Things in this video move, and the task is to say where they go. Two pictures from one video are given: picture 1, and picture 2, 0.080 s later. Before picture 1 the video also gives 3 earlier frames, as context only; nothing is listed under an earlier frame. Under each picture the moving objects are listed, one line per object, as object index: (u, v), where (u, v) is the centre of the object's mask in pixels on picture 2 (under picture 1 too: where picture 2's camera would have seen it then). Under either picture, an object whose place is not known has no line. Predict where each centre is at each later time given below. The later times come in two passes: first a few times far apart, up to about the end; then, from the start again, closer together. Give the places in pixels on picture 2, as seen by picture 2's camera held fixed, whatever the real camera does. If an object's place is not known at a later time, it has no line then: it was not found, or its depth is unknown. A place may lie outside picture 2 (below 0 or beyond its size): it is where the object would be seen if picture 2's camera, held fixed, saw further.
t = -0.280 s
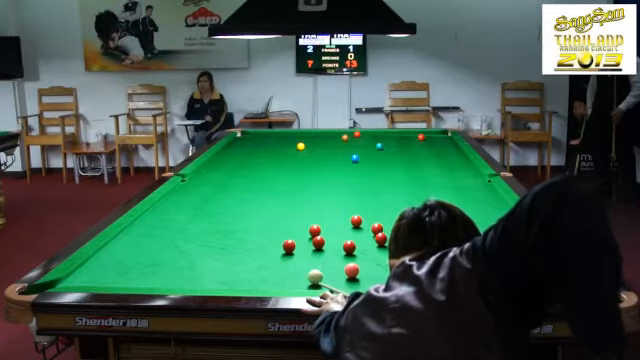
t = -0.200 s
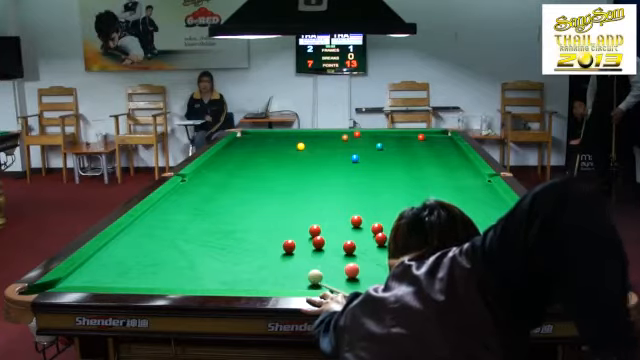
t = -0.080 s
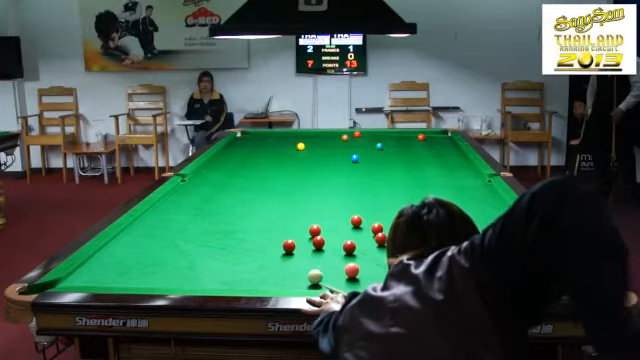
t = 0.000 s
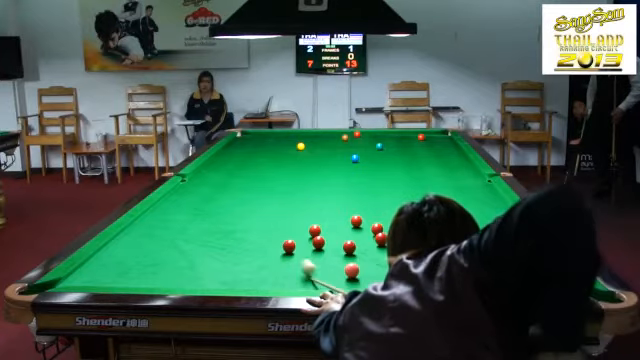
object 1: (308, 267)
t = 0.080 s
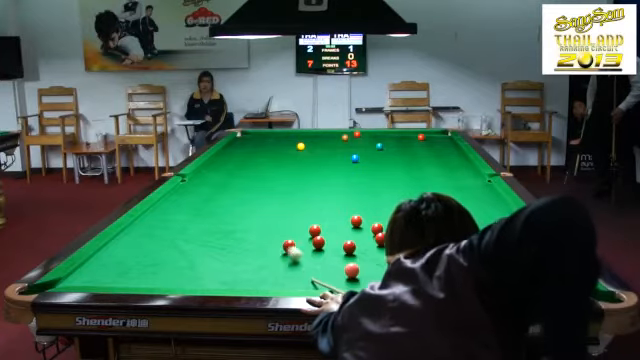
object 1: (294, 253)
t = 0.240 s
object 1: (285, 252)
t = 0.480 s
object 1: (278, 258)
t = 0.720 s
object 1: (272, 264)
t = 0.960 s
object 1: (267, 269)
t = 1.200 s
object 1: (262, 275)
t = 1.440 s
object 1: (258, 279)
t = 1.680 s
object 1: (254, 282)
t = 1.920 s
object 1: (250, 285)
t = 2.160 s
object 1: (250, 284)
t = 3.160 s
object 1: (249, 284)
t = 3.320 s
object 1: (249, 282)
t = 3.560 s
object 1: (249, 282)
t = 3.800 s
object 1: (249, 282)
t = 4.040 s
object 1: (249, 282)
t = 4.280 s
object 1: (249, 282)
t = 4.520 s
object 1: (249, 282)
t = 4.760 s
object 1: (249, 282)
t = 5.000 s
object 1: (249, 282)
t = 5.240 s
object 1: (249, 282)
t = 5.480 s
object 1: (249, 282)
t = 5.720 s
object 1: (249, 282)
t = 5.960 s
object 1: (249, 282)
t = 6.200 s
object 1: (249, 282)
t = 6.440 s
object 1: (249, 282)
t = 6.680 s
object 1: (249, 282)
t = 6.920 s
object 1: (249, 282)
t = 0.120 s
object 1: (289, 250)
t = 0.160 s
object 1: (287, 250)
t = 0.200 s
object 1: (286, 251)
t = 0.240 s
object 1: (285, 252)
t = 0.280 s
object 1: (284, 253)
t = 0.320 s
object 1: (283, 254)
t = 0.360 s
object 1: (281, 255)
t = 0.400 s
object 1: (280, 256)
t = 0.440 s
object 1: (279, 257)
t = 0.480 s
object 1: (278, 258)
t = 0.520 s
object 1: (277, 259)
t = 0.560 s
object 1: (276, 260)
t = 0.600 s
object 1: (275, 261)
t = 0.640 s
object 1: (274, 262)
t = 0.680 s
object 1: (273, 263)
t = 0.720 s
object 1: (272, 264)
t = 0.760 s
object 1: (271, 265)
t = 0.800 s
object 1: (270, 266)
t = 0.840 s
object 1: (270, 267)
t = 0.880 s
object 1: (269, 268)
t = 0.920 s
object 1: (268, 269)
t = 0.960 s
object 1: (267, 269)
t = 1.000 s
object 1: (266, 270)
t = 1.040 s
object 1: (265, 271)
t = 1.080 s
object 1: (265, 272)
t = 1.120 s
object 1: (264, 273)
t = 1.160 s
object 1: (263, 274)
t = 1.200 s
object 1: (262, 275)
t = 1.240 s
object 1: (262, 276)
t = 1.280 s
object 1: (261, 277)
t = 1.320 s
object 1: (260, 277)
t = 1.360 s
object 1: (259, 278)
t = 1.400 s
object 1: (259, 279)
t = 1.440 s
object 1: (258, 279)
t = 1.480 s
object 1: (257, 280)
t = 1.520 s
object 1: (256, 281)
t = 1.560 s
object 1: (256, 281)
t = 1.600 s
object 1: (255, 282)
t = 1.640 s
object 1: (255, 282)
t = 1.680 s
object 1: (254, 282)
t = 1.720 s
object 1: (254, 283)
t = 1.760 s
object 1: (253, 283)
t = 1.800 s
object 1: (252, 284)
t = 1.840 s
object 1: (252, 284)
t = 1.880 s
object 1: (251, 284)
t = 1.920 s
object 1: (250, 285)
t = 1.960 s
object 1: (250, 285)
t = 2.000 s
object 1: (250, 285)
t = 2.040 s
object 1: (250, 284)
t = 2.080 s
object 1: (250, 284)
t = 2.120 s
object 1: (250, 284)
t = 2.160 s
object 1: (250, 284)
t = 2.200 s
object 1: (250, 284)
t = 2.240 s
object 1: (249, 283)
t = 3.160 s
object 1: (249, 284)
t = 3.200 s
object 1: (249, 283)
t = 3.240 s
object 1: (249, 282)
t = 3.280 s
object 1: (249, 282)
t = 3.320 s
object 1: (249, 282)
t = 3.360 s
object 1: (249, 282)
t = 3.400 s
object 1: (249, 282)
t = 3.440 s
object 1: (249, 282)
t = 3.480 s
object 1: (249, 282)
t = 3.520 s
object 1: (249, 282)
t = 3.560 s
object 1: (249, 282)
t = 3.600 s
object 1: (249, 282)
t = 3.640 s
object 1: (249, 282)
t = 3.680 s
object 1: (249, 282)
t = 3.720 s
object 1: (249, 282)
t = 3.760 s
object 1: (249, 282)
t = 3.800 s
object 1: (249, 282)
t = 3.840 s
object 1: (249, 282)
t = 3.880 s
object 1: (249, 282)
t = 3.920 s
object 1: (249, 282)
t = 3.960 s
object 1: (249, 282)
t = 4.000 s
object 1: (249, 282)
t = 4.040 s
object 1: (249, 282)
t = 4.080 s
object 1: (249, 282)
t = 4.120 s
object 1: (249, 282)
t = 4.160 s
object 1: (249, 282)
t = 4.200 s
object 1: (249, 282)
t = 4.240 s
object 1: (249, 282)
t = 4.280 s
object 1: (249, 282)
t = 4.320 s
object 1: (249, 282)
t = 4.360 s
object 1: (249, 282)
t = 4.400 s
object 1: (249, 282)
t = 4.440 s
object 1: (249, 282)
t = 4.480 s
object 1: (249, 282)
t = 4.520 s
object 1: (249, 282)
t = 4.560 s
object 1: (249, 282)
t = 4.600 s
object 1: (249, 282)
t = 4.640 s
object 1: (249, 282)
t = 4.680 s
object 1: (249, 282)
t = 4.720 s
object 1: (249, 282)
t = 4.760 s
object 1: (249, 282)
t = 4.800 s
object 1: (249, 282)
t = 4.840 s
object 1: (249, 282)
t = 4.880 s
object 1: (249, 282)
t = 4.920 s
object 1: (249, 282)
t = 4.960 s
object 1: (249, 282)
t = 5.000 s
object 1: (249, 282)
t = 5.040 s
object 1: (249, 282)
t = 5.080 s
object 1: (249, 282)
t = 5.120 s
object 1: (249, 282)
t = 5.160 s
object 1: (249, 282)
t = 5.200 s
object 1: (249, 282)
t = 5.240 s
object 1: (249, 282)
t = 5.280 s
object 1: (249, 282)
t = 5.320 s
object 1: (249, 282)
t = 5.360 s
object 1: (249, 282)
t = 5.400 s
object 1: (249, 282)
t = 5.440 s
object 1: (249, 282)
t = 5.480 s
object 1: (249, 282)
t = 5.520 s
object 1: (249, 282)
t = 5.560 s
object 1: (249, 282)
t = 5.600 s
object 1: (249, 282)
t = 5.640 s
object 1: (249, 282)
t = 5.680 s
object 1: (249, 282)
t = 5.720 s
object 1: (249, 282)
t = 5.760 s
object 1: (249, 282)
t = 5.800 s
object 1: (249, 282)
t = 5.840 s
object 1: (249, 282)
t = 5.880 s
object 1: (249, 282)
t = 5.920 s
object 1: (249, 282)
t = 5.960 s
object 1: (249, 282)
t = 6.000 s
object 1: (249, 282)
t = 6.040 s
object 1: (249, 282)
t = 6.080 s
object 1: (249, 282)
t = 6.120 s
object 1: (249, 282)
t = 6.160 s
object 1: (249, 282)
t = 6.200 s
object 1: (249, 282)
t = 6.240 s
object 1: (249, 282)
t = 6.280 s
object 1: (249, 282)
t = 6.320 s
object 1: (249, 282)
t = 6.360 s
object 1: (249, 282)
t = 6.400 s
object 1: (249, 282)
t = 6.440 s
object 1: (249, 282)
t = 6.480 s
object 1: (249, 282)
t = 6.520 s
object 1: (249, 282)
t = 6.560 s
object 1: (249, 282)
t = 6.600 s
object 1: (249, 282)
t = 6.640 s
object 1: (249, 282)
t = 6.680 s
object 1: (249, 282)
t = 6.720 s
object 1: (249, 282)
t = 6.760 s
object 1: (249, 282)
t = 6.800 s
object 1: (249, 282)
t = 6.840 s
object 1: (249, 282)
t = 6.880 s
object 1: (249, 282)
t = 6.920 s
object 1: (249, 282)
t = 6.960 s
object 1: (249, 282)
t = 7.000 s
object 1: (249, 282)
